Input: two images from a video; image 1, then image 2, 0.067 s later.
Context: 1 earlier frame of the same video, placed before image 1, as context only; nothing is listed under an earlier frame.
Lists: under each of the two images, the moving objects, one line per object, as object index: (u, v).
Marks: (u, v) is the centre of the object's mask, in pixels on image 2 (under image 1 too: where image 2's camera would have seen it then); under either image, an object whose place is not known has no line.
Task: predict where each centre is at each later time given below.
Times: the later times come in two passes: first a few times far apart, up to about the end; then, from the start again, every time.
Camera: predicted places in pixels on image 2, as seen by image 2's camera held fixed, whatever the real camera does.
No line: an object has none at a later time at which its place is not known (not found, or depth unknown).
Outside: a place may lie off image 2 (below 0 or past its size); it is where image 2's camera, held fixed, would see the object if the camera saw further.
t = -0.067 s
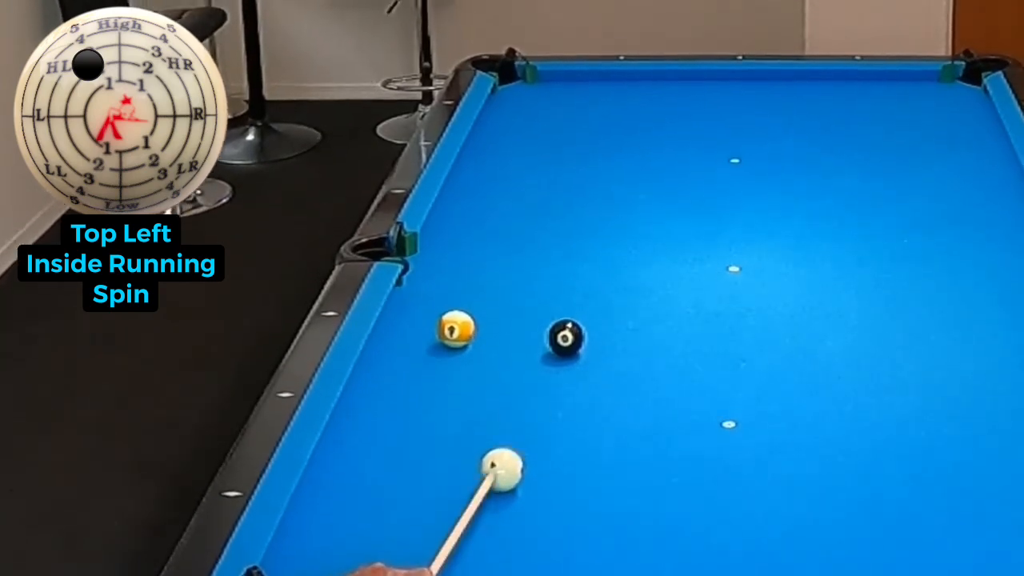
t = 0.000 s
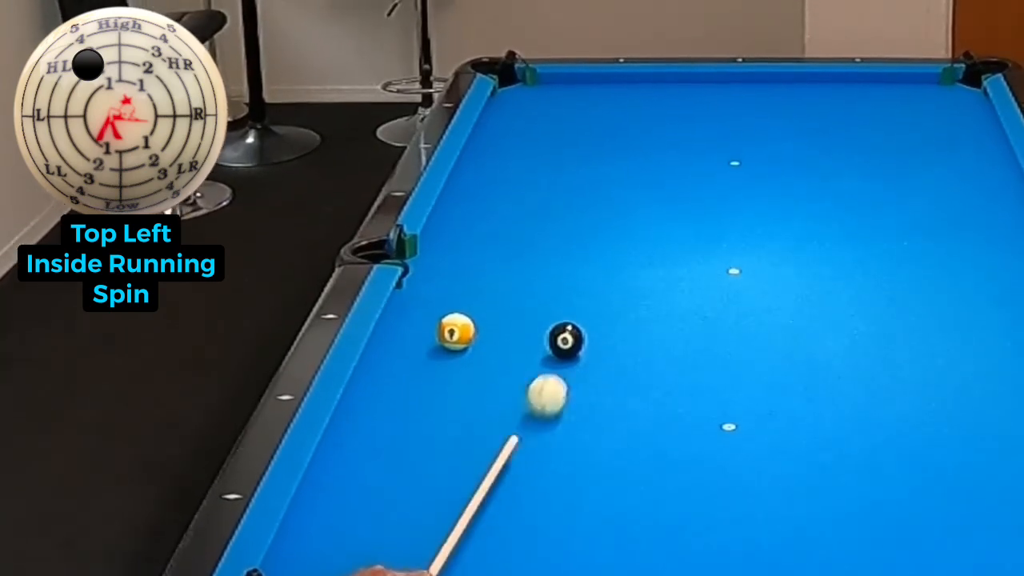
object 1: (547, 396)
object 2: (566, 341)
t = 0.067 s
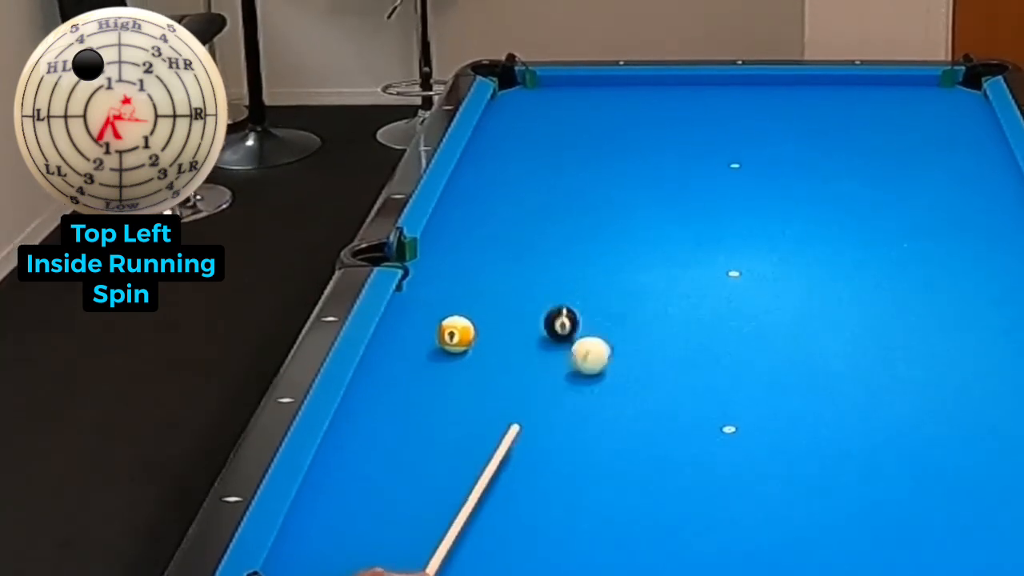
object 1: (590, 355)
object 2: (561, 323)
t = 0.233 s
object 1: (704, 332)
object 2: (537, 227)
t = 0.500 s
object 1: (849, 279)
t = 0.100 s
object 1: (614, 352)
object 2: (555, 300)
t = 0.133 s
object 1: (638, 348)
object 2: (550, 279)
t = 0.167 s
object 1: (661, 343)
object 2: (545, 260)
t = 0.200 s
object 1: (683, 338)
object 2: (540, 243)
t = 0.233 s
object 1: (704, 332)
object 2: (537, 227)
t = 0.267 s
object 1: (724, 326)
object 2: (533, 212)
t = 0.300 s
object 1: (743, 319)
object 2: (530, 199)
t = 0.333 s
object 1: (762, 312)
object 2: (527, 186)
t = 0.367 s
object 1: (780, 304)
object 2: (524, 174)
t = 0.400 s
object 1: (798, 298)
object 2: (521, 164)
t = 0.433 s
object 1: (816, 291)
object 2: (518, 154)
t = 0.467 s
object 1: (832, 285)
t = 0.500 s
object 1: (849, 279)
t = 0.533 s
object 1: (866, 272)
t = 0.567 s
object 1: (882, 266)
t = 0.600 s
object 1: (897, 261)
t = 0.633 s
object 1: (913, 255)
